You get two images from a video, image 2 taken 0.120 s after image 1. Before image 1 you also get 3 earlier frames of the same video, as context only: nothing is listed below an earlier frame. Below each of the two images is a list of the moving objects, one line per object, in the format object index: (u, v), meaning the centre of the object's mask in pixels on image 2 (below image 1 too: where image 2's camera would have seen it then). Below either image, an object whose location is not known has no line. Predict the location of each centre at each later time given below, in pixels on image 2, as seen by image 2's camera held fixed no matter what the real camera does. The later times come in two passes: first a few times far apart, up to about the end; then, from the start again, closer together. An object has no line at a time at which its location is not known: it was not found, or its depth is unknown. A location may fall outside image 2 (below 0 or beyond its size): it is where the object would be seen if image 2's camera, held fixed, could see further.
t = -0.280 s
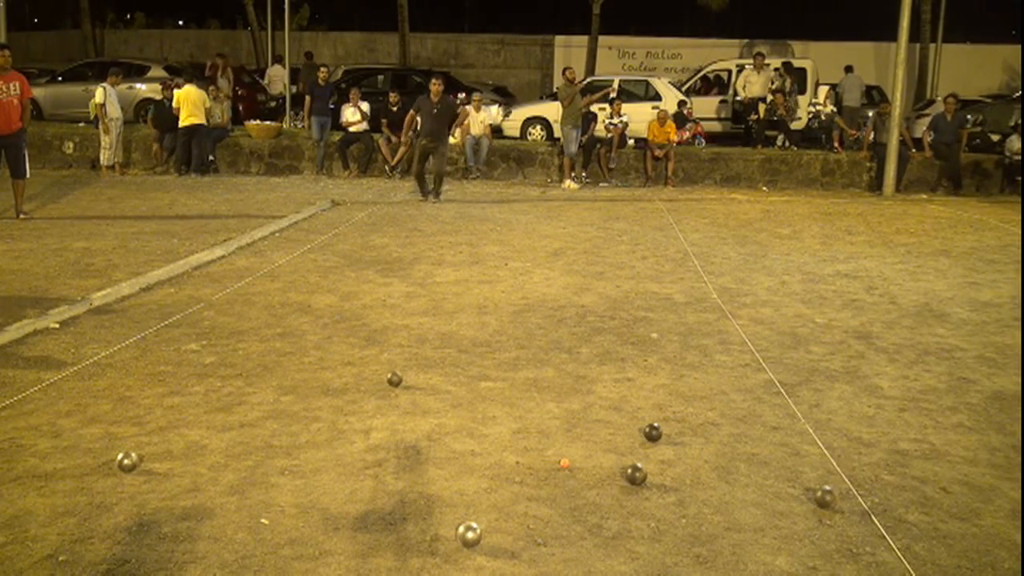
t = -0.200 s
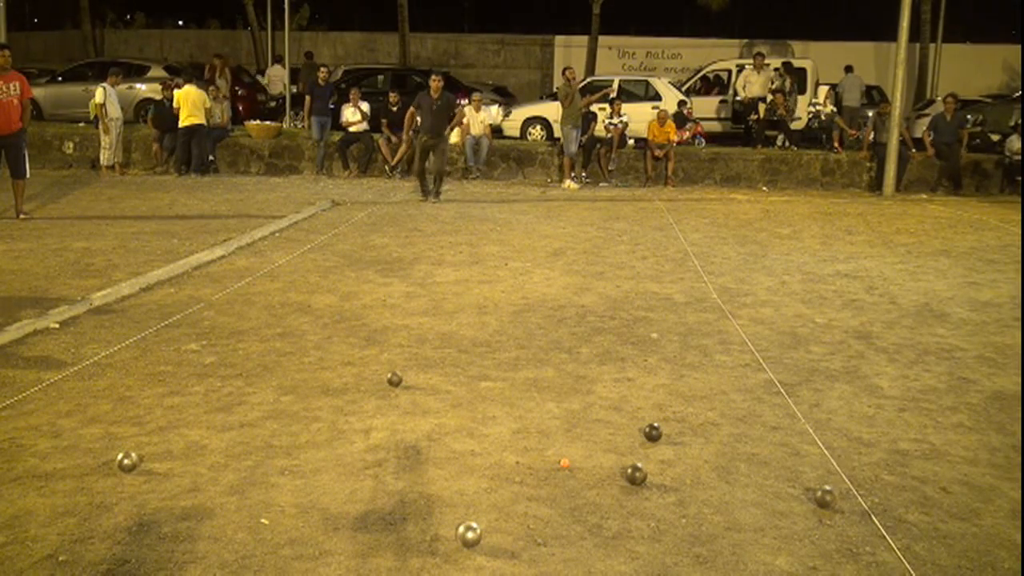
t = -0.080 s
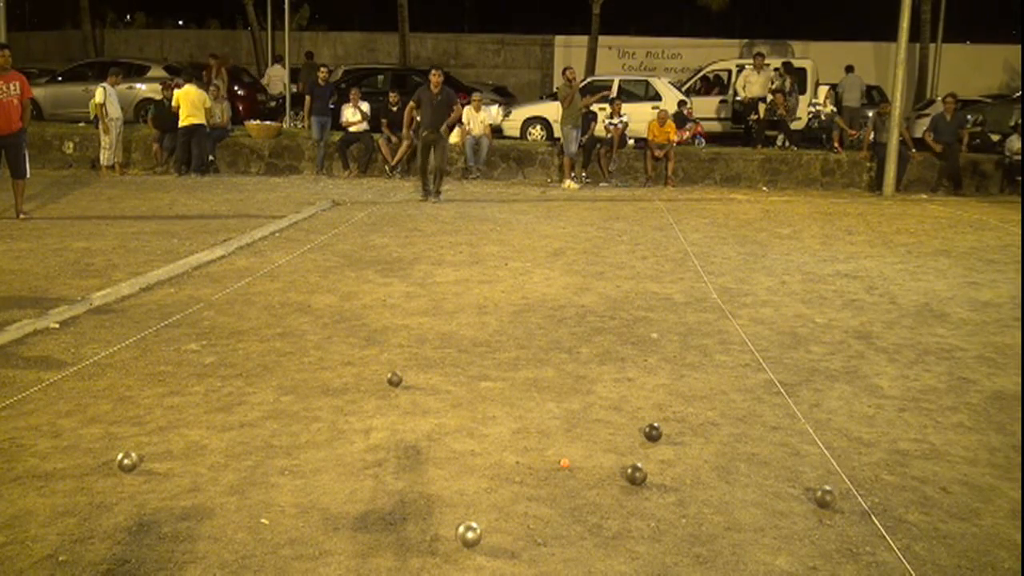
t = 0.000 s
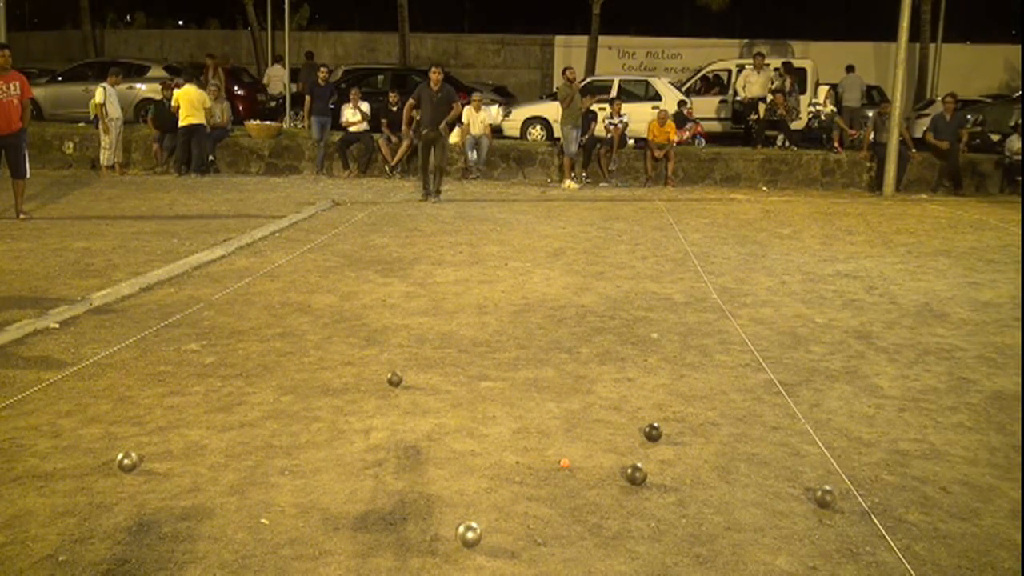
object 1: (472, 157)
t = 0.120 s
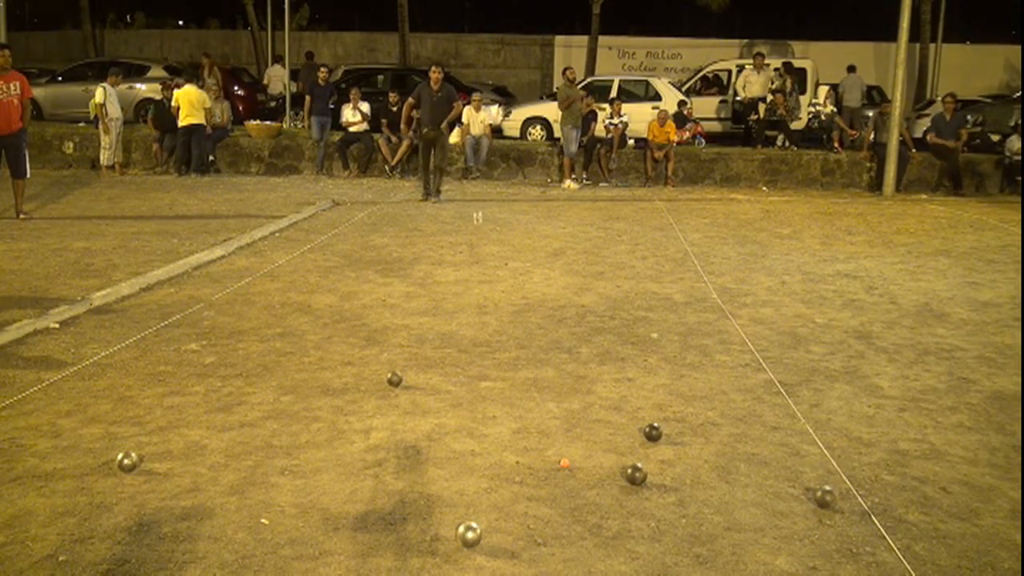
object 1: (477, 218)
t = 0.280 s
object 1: (488, 280)
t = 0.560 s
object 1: (511, 300)
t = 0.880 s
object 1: (539, 326)
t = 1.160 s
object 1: (564, 347)
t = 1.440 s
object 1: (587, 369)
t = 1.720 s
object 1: (613, 389)
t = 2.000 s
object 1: (646, 408)
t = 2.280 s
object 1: (677, 425)
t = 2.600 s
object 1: (705, 442)
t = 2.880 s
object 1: (723, 453)
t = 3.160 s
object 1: (739, 459)
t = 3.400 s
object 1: (747, 460)
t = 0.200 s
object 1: (481, 276)
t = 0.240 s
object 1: (485, 278)
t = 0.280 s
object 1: (488, 280)
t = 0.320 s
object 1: (490, 283)
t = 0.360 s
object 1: (493, 289)
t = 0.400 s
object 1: (496, 292)
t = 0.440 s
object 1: (499, 294)
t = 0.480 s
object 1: (503, 294)
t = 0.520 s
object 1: (507, 296)
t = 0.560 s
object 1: (511, 300)
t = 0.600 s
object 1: (515, 306)
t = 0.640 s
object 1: (518, 306)
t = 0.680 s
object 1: (521, 308)
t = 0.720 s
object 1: (525, 313)
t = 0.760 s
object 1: (528, 317)
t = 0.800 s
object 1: (532, 320)
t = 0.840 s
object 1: (535, 322)
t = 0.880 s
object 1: (539, 326)
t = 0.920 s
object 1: (542, 328)
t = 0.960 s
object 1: (545, 332)
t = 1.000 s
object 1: (549, 335)
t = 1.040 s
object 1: (552, 339)
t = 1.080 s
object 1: (556, 342)
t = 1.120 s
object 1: (560, 344)
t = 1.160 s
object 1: (564, 347)
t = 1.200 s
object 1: (568, 349)
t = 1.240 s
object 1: (571, 348)
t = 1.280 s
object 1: (573, 352)
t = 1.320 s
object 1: (577, 357)
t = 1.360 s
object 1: (581, 363)
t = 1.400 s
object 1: (583, 366)
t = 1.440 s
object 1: (587, 369)
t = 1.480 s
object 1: (591, 372)
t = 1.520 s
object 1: (594, 375)
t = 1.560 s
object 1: (597, 377)
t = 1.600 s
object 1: (601, 381)
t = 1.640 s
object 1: (605, 383)
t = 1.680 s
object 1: (609, 387)
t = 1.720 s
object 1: (613, 389)
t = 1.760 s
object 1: (618, 392)
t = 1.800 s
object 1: (622, 395)
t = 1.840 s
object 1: (627, 397)
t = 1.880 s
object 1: (632, 401)
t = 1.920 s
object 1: (637, 403)
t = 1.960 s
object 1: (641, 406)
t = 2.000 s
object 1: (646, 408)
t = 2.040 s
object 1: (651, 410)
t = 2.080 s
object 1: (656, 413)
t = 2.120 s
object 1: (661, 415)
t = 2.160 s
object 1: (665, 417)
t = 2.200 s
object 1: (670, 420)
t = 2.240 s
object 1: (673, 422)
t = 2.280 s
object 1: (677, 425)
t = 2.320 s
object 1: (680, 428)
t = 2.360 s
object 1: (683, 430)
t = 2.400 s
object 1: (687, 432)
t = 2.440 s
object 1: (691, 434)
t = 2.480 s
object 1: (695, 436)
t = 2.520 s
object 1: (698, 438)
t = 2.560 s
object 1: (701, 440)
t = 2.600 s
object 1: (705, 442)
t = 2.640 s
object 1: (707, 444)
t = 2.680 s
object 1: (710, 445)
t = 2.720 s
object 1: (713, 447)
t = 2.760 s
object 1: (715, 449)
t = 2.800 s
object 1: (718, 450)
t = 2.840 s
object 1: (721, 452)
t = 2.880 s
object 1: (723, 453)
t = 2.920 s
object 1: (725, 454)
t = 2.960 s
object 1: (728, 455)
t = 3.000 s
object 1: (730, 457)
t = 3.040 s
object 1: (734, 458)
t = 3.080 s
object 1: (736, 457)
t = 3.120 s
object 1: (737, 458)
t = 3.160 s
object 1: (739, 459)
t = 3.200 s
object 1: (741, 459)
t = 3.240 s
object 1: (742, 459)
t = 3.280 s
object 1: (743, 460)
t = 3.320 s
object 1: (745, 460)
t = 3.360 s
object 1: (746, 460)
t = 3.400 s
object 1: (747, 460)
